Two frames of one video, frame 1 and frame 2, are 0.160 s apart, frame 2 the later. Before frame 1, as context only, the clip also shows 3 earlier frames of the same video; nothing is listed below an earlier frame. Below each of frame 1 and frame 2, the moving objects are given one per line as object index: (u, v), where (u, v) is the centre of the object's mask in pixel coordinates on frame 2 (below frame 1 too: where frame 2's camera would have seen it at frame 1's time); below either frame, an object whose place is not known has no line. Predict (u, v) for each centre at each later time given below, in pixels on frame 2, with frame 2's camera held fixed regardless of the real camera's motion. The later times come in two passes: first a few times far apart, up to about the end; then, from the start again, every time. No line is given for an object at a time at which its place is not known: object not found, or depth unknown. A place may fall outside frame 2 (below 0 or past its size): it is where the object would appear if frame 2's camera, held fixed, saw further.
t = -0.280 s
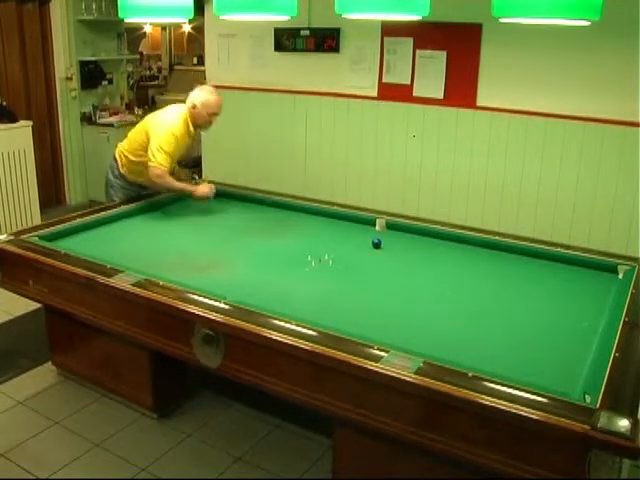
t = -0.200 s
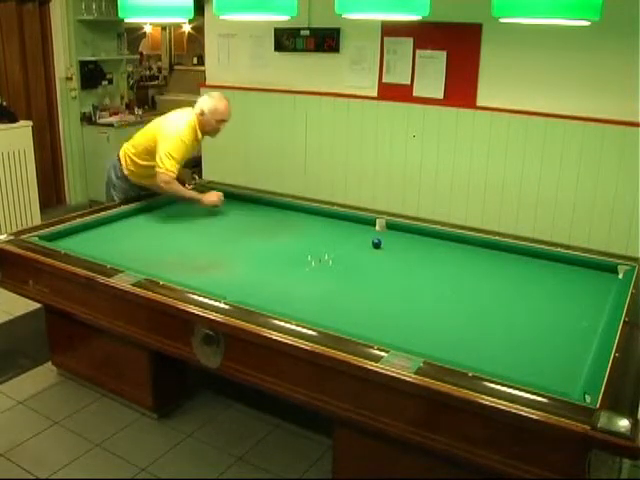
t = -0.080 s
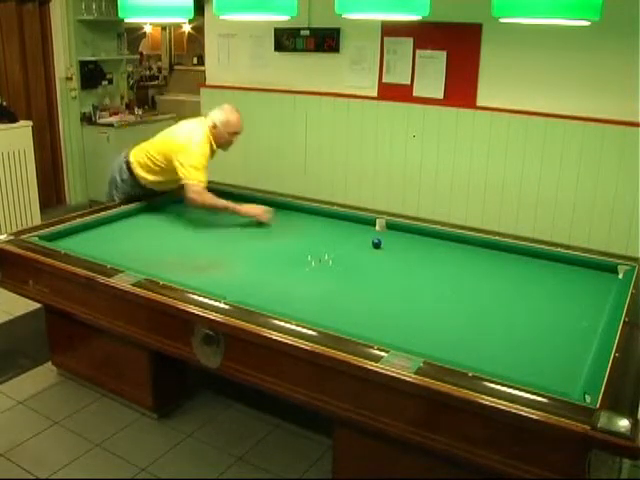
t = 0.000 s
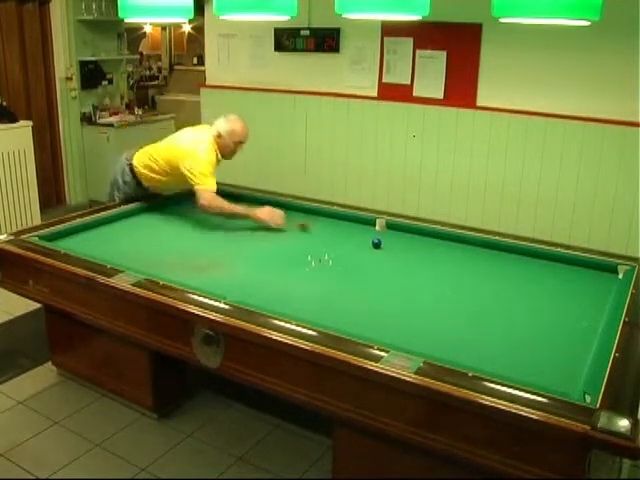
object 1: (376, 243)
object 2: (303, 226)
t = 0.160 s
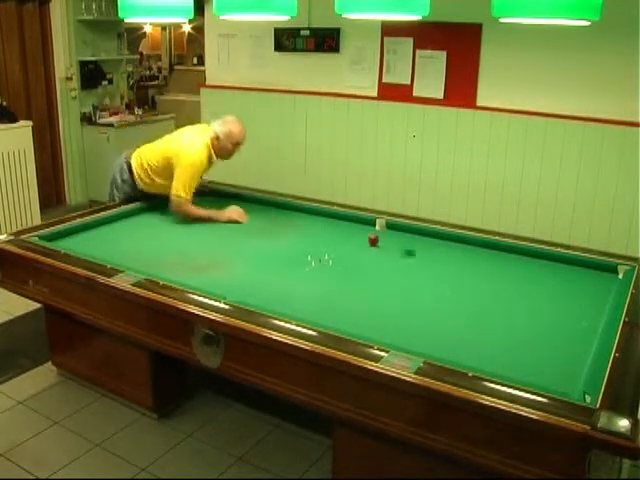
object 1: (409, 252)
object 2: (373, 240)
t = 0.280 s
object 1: (492, 272)
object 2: (386, 243)
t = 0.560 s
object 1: (539, 285)
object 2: (420, 248)
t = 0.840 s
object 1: (415, 262)
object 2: (453, 253)
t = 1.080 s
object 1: (329, 244)
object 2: (482, 257)
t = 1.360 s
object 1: (241, 228)
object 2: (515, 262)
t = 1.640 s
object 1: (167, 213)
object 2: (549, 267)
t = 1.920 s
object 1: (181, 217)
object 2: (582, 271)
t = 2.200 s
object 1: (222, 227)
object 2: (615, 276)
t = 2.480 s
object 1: (266, 238)
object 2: (597, 271)
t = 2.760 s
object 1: (315, 250)
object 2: (579, 267)
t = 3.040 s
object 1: (368, 263)
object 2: (565, 263)
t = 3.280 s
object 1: (417, 275)
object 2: (551, 260)
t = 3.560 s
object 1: (479, 291)
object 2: (537, 256)
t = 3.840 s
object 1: (545, 308)
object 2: (525, 254)
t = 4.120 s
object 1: (590, 318)
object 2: (513, 253)
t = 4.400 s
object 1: (545, 309)
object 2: (501, 251)
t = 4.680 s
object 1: (504, 300)
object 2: (490, 249)
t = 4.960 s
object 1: (464, 292)
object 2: (481, 248)
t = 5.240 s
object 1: (428, 285)
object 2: (472, 246)
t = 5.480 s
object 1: (399, 279)
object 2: (465, 245)
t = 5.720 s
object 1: (367, 272)
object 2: (457, 244)
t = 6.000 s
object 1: (337, 265)
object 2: (449, 243)
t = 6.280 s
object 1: (310, 260)
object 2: (443, 242)
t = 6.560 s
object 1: (285, 254)
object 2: (437, 241)
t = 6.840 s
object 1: (261, 249)
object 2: (433, 240)
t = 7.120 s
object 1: (239, 244)
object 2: (428, 240)
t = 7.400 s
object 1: (219, 240)
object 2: (424, 239)
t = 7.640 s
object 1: (202, 236)
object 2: (421, 238)
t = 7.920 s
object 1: (184, 232)
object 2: (419, 238)
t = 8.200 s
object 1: (168, 229)
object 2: (417, 237)
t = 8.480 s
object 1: (153, 226)
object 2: (417, 237)
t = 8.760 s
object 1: (138, 223)
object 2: (416, 237)
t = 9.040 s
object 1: (125, 220)
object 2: (416, 237)
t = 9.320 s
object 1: (118, 218)
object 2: (416, 237)
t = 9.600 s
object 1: (125, 220)
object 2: (416, 237)
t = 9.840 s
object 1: (129, 222)
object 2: (416, 237)
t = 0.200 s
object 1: (438, 259)
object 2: (377, 242)
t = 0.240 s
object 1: (465, 266)
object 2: (382, 242)
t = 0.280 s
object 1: (492, 272)
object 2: (386, 243)
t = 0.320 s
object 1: (522, 280)
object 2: (391, 244)
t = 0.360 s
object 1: (551, 286)
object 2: (396, 245)
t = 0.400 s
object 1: (584, 294)
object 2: (401, 245)
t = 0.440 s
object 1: (607, 298)
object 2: (406, 246)
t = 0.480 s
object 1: (584, 294)
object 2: (410, 246)
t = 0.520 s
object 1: (561, 290)
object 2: (415, 247)
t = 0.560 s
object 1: (539, 285)
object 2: (420, 248)
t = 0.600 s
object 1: (518, 281)
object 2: (425, 249)
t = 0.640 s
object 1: (499, 278)
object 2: (429, 249)
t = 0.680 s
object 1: (480, 274)
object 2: (434, 250)
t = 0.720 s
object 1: (463, 271)
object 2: (439, 250)
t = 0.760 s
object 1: (446, 267)
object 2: (443, 251)
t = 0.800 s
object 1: (430, 264)
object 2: (448, 252)
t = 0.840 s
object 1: (415, 262)
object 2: (453, 253)
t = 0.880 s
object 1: (400, 258)
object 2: (458, 253)
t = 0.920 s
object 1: (385, 255)
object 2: (462, 254)
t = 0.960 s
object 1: (370, 253)
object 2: (467, 255)
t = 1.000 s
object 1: (356, 250)
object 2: (472, 255)
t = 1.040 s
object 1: (342, 247)
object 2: (477, 256)
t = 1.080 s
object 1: (329, 244)
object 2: (482, 257)
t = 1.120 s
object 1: (315, 241)
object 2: (486, 258)
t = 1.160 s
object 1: (301, 239)
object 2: (491, 259)
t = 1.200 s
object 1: (289, 236)
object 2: (496, 260)
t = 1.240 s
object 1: (277, 235)
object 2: (501, 260)
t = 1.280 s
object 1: (265, 232)
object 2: (505, 261)
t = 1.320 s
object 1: (253, 230)
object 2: (511, 261)
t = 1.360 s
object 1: (241, 228)
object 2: (515, 262)
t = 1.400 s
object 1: (230, 225)
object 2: (520, 262)
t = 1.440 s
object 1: (219, 223)
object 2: (525, 263)
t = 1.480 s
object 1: (208, 220)
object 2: (530, 264)
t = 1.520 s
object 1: (198, 219)
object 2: (535, 265)
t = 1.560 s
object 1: (187, 217)
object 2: (538, 265)
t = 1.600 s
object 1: (177, 215)
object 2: (544, 266)
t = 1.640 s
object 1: (167, 213)
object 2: (549, 267)
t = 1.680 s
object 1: (158, 211)
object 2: (554, 267)
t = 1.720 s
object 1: (149, 208)
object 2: (558, 268)
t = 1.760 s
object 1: (155, 210)
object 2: (564, 269)
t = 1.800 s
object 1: (163, 211)
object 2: (567, 270)
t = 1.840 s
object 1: (169, 214)
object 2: (572, 270)
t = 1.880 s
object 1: (175, 215)
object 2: (577, 271)
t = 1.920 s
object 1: (181, 217)
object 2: (582, 271)
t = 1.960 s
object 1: (187, 219)
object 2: (587, 272)
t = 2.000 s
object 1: (193, 220)
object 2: (592, 273)
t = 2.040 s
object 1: (198, 221)
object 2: (597, 274)
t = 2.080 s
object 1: (205, 223)
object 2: (601, 274)
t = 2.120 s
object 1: (210, 224)
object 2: (606, 276)
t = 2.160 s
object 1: (216, 225)
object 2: (611, 275)
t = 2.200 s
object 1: (222, 227)
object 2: (615, 276)
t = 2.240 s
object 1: (228, 228)
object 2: (612, 276)
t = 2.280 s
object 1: (234, 230)
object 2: (610, 275)
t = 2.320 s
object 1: (241, 231)
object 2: (608, 274)
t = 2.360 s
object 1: (247, 233)
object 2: (605, 273)
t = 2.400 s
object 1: (253, 234)
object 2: (602, 273)
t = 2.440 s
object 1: (260, 236)
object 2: (600, 272)
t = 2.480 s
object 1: (266, 238)
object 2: (597, 271)
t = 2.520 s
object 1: (273, 239)
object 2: (595, 271)
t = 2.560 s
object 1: (280, 241)
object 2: (592, 270)
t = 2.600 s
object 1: (286, 243)
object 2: (589, 269)
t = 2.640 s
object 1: (293, 245)
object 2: (587, 269)
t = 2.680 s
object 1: (301, 246)
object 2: (584, 268)
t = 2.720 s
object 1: (308, 248)
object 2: (582, 268)
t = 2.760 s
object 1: (315, 250)
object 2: (579, 267)
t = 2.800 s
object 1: (322, 251)
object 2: (577, 266)
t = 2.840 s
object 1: (330, 253)
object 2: (575, 265)
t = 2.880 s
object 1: (337, 255)
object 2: (571, 265)
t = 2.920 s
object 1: (344, 257)
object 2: (570, 264)
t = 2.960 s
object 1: (352, 260)
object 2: (569, 264)
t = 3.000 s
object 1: (360, 261)
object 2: (566, 263)
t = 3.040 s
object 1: (368, 263)
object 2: (565, 263)
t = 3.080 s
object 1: (376, 265)
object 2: (561, 262)
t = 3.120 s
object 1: (384, 267)
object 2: (559, 262)
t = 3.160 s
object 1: (392, 269)
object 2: (558, 261)
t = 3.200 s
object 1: (400, 271)
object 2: (555, 261)
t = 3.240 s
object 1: (409, 273)
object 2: (553, 260)
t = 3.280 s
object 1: (417, 275)
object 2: (551, 260)
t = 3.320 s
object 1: (425, 277)
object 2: (550, 260)
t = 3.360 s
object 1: (434, 280)
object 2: (547, 259)
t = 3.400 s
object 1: (442, 281)
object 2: (545, 259)
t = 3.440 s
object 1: (451, 284)
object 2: (543, 257)
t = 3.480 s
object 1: (460, 286)
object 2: (542, 258)
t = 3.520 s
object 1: (470, 288)
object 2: (538, 256)
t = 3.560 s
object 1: (479, 291)
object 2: (537, 256)
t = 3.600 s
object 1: (487, 293)
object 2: (535, 256)
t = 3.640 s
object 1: (497, 295)
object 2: (534, 256)
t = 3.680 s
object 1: (506, 297)
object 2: (533, 256)
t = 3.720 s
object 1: (515, 300)
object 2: (530, 255)
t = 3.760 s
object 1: (525, 302)
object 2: (529, 255)
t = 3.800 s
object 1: (535, 305)
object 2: (526, 255)
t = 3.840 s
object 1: (545, 308)
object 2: (525, 254)
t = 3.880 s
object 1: (555, 311)
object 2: (523, 254)
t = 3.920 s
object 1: (565, 312)
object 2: (522, 254)
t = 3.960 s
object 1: (575, 314)
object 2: (519, 253)
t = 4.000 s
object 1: (585, 316)
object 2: (517, 253)
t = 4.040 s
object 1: (595, 320)
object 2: (516, 253)
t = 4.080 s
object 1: (598, 321)
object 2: (514, 253)
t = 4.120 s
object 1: (590, 318)
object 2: (513, 253)
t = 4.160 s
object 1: (583, 317)
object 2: (511, 253)
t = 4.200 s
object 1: (576, 316)
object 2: (509, 252)
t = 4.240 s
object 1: (570, 314)
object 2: (507, 252)
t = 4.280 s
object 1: (563, 312)
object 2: (505, 251)
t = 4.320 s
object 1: (557, 311)
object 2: (504, 251)
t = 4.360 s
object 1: (551, 310)
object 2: (502, 251)
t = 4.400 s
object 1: (545, 309)
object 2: (501, 251)
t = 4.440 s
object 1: (539, 308)
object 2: (500, 251)
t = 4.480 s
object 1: (533, 306)
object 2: (498, 250)
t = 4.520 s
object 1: (527, 305)
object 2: (496, 250)
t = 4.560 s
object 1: (521, 304)
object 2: (495, 250)
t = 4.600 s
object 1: (515, 303)
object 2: (494, 249)
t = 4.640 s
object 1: (509, 301)
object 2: (491, 249)
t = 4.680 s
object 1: (504, 300)
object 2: (490, 249)
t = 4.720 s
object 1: (498, 299)
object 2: (489, 249)
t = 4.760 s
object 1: (492, 298)
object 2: (488, 249)
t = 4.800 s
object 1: (486, 297)
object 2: (486, 249)
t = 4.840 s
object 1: (481, 296)
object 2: (485, 248)
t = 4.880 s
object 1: (475, 294)
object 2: (483, 248)
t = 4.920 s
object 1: (470, 294)
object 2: (482, 248)
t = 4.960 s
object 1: (464, 292)
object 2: (481, 248)
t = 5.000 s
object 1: (459, 291)
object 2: (479, 248)
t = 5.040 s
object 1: (454, 290)
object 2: (479, 248)
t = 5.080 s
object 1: (449, 289)
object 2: (477, 247)
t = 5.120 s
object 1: (443, 288)
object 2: (477, 247)
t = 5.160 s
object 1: (438, 287)
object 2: (474, 247)
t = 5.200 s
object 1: (433, 286)
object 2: (474, 247)
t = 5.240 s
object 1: (428, 285)
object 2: (472, 246)
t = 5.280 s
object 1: (423, 284)
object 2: (470, 246)
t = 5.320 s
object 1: (418, 283)
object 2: (469, 246)
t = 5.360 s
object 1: (413, 282)
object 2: (468, 246)
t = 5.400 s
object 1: (409, 280)
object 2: (468, 246)
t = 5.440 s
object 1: (404, 280)
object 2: (466, 245)
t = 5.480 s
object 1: (399, 279)
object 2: (465, 245)
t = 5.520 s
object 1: (394, 278)
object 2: (465, 245)
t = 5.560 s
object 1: (390, 277)
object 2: (462, 245)
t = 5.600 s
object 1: (385, 275)
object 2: (462, 245)
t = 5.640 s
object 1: (380, 274)
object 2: (460, 245)
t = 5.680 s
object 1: (372, 273)
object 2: (458, 244)
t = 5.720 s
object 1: (367, 272)
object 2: (457, 244)
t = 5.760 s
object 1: (362, 271)
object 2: (455, 244)
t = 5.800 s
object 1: (358, 270)
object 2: (455, 244)
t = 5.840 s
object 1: (354, 269)
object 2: (454, 244)
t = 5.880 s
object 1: (350, 268)
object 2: (453, 244)
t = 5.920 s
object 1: (346, 267)
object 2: (452, 244)
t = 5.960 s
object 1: (342, 266)
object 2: (451, 244)
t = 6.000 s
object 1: (337, 265)
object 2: (449, 243)
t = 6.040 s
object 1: (333, 265)
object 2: (448, 243)
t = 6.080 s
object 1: (329, 264)
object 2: (448, 243)
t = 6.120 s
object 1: (325, 263)
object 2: (447, 243)
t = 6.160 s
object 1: (321, 262)
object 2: (446, 243)
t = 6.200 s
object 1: (317, 262)
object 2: (445, 243)
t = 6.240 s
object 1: (314, 261)
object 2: (444, 242)
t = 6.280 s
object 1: (310, 260)
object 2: (443, 242)
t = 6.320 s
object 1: (306, 260)
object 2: (443, 242)
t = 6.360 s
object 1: (302, 259)
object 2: (441, 242)
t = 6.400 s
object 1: (299, 258)
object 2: (441, 242)
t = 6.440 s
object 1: (295, 257)
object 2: (439, 242)
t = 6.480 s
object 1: (292, 256)
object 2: (438, 241)
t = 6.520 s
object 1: (288, 255)
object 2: (438, 241)
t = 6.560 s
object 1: (285, 254)
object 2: (437, 241)
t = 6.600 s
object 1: (281, 253)
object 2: (436, 241)
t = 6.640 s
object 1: (278, 253)
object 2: (436, 241)
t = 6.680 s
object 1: (274, 252)
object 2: (435, 241)
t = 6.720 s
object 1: (271, 251)
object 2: (434, 241)
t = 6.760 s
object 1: (268, 250)
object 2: (433, 240)
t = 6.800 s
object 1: (264, 250)
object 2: (433, 240)
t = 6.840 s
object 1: (261, 249)
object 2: (433, 240)
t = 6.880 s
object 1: (258, 248)
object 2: (432, 240)
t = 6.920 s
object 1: (255, 248)
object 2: (431, 240)
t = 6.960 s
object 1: (251, 247)
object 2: (430, 240)
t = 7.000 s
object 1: (248, 246)
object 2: (430, 240)
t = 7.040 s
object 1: (245, 246)
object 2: (429, 239)
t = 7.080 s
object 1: (242, 245)
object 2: (429, 239)
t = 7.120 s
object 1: (239, 244)
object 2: (428, 240)
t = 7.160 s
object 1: (236, 244)
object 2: (427, 239)
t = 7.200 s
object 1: (233, 243)
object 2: (426, 239)
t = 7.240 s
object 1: (230, 242)
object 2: (426, 239)
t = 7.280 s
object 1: (227, 242)
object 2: (425, 239)
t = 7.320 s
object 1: (224, 241)
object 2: (425, 239)
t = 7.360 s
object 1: (221, 241)
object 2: (425, 239)
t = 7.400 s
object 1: (219, 240)
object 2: (424, 239)
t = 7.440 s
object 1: (216, 239)
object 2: (423, 239)
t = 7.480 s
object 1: (213, 239)
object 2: (423, 239)
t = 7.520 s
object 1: (210, 238)
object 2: (423, 239)
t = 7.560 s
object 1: (208, 237)
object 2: (422, 238)
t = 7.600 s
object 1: (205, 237)
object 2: (422, 238)
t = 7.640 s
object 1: (202, 236)
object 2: (421, 238)
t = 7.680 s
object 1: (200, 235)
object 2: (421, 238)
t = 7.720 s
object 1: (197, 235)
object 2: (421, 239)
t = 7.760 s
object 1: (194, 234)
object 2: (420, 238)
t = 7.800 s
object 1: (192, 234)
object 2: (420, 238)
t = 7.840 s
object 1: (190, 233)
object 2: (420, 238)
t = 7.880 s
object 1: (187, 233)
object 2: (420, 238)
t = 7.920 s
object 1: (184, 232)
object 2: (419, 238)
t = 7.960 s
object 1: (182, 232)
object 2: (419, 238)
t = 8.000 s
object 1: (180, 231)
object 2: (419, 237)
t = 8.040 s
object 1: (177, 231)
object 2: (419, 238)
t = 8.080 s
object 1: (175, 230)
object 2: (418, 237)
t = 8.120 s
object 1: (173, 230)
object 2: (418, 237)
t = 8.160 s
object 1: (171, 229)
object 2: (418, 237)
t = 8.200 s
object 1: (168, 229)
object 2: (417, 237)
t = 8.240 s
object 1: (166, 229)
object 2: (417, 237)
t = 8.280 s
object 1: (164, 228)
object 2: (418, 237)
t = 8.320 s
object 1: (161, 228)
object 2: (417, 237)
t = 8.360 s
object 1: (159, 228)
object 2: (417, 237)
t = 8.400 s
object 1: (157, 227)
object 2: (417, 237)
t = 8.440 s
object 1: (155, 227)
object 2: (417, 237)
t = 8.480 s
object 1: (153, 226)
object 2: (417, 237)
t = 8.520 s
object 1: (151, 226)
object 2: (417, 237)
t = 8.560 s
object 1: (148, 225)
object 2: (417, 237)
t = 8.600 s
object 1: (146, 224)
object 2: (417, 237)
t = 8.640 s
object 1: (144, 224)
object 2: (417, 237)
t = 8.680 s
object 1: (142, 224)
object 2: (417, 237)
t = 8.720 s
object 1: (140, 223)
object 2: (416, 237)
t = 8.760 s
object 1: (138, 223)
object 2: (416, 237)
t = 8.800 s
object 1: (136, 222)
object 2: (416, 237)
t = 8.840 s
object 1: (135, 222)
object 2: (416, 237)
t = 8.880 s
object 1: (133, 221)
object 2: (416, 237)
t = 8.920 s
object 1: (131, 221)
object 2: (416, 237)
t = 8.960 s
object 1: (129, 221)
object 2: (416, 237)
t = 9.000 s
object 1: (127, 221)
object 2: (416, 237)
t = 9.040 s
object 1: (125, 220)
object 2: (416, 237)
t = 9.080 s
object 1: (123, 219)
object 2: (416, 237)
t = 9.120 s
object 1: (121, 219)
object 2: (416, 237)
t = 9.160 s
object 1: (119, 218)
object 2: (416, 237)
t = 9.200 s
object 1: (118, 218)
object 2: (416, 237)
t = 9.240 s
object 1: (118, 218)
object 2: (416, 237)
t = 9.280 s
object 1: (118, 218)
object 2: (416, 237)
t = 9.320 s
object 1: (118, 218)
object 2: (416, 237)
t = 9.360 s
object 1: (120, 219)
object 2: (416, 237)
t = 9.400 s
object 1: (121, 219)
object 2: (416, 237)
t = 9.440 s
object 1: (122, 219)
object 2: (416, 237)
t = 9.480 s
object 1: (122, 219)
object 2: (416, 237)
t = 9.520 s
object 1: (123, 220)
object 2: (416, 237)
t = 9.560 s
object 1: (124, 220)
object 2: (416, 237)
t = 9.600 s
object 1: (125, 220)
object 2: (416, 237)
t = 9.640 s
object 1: (126, 221)
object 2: (416, 237)
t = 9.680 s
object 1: (127, 221)
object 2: (416, 237)
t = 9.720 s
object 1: (129, 221)
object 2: (416, 237)
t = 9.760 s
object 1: (129, 222)
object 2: (416, 237)
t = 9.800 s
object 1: (129, 222)
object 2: (416, 237)
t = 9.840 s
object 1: (129, 222)
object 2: (416, 237)
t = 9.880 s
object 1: (131, 222)
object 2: (416, 237)
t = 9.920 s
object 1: (132, 222)
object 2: (416, 237)
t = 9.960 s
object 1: (132, 222)
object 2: (416, 237)
